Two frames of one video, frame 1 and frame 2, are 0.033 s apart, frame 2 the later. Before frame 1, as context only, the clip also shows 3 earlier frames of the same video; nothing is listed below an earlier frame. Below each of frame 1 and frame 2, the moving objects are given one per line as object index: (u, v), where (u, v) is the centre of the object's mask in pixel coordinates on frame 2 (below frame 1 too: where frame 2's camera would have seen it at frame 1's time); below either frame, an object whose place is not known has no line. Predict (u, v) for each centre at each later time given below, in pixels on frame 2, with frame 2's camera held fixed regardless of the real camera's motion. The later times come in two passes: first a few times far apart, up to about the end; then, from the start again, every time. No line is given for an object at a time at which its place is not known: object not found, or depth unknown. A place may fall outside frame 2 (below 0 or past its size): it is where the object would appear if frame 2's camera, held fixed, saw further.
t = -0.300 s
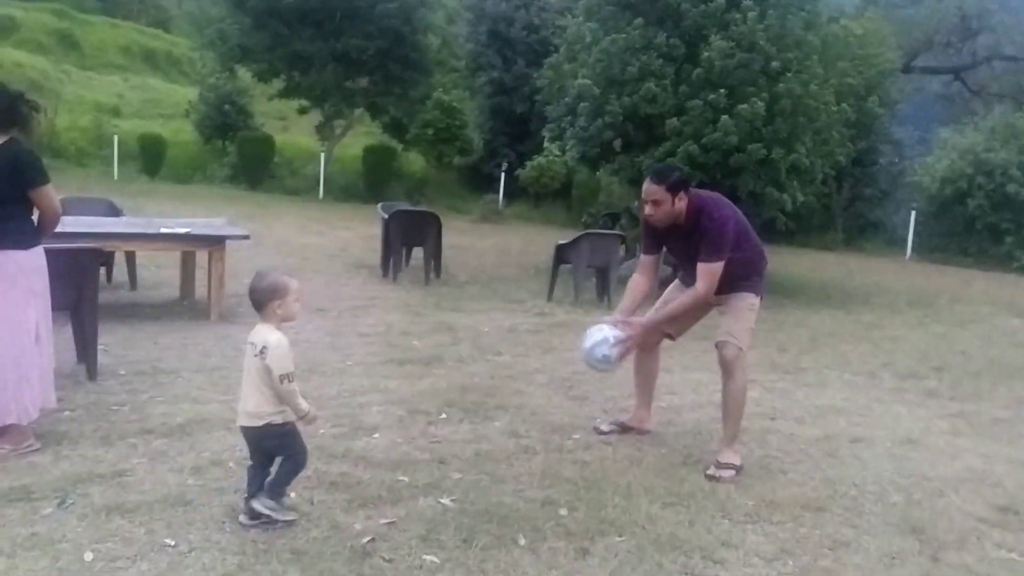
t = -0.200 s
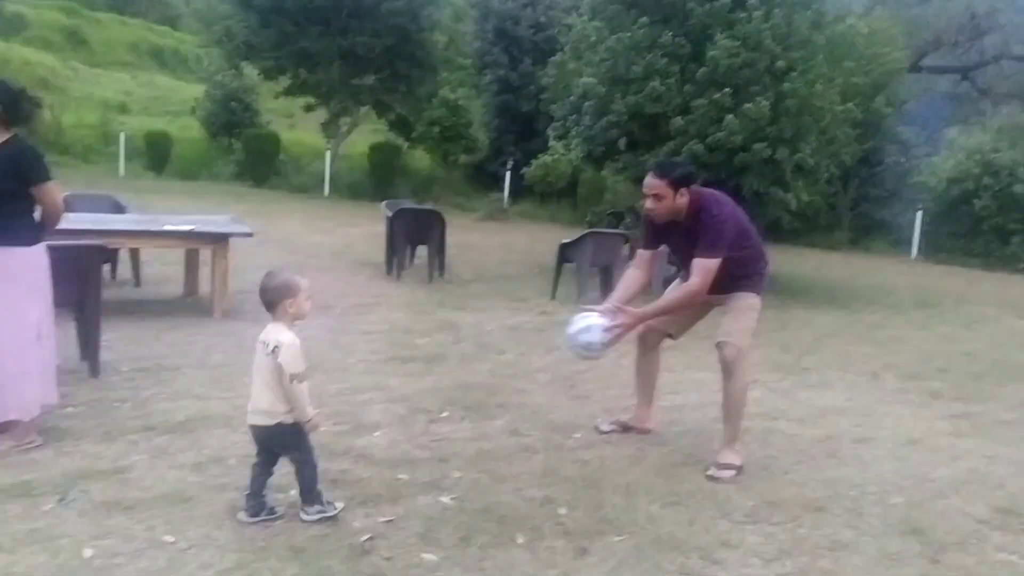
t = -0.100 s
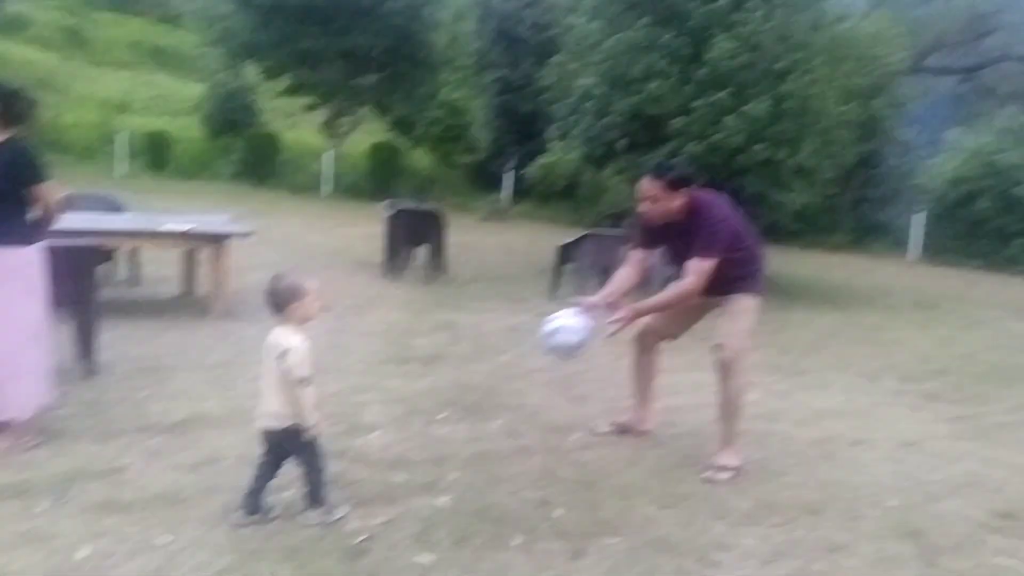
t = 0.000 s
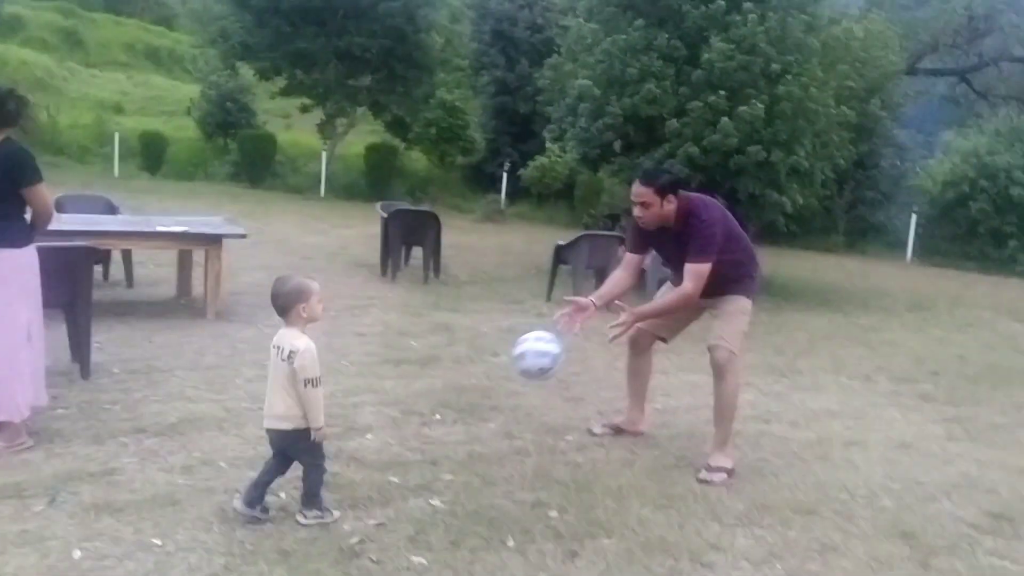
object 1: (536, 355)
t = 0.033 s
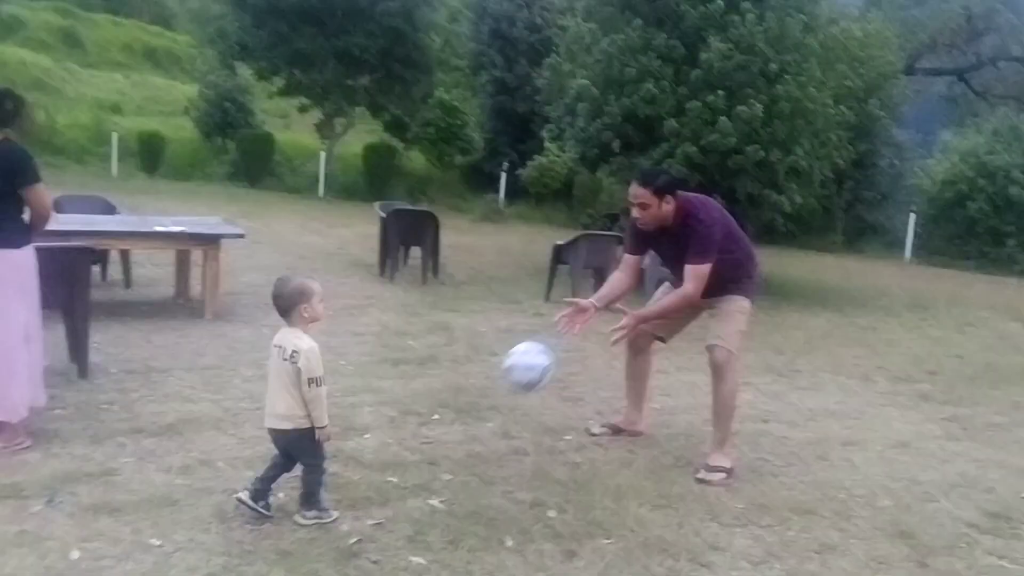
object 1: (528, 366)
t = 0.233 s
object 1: (481, 453)
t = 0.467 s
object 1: (464, 412)
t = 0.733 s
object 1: (433, 466)
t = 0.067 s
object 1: (519, 380)
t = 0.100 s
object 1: (510, 399)
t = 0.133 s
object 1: (501, 419)
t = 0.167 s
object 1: (493, 443)
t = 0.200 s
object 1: (484, 464)
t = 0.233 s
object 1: (481, 453)
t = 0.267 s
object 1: (480, 438)
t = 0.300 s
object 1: (477, 428)
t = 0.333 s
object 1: (475, 420)
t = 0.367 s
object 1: (473, 414)
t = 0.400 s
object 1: (470, 411)
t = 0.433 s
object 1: (467, 410)
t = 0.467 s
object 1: (464, 412)
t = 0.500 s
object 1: (461, 417)
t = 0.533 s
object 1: (456, 424)
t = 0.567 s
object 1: (455, 431)
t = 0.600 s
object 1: (451, 446)
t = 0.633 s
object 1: (446, 464)
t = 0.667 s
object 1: (442, 481)
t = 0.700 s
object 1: (438, 474)
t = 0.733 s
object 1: (433, 466)
